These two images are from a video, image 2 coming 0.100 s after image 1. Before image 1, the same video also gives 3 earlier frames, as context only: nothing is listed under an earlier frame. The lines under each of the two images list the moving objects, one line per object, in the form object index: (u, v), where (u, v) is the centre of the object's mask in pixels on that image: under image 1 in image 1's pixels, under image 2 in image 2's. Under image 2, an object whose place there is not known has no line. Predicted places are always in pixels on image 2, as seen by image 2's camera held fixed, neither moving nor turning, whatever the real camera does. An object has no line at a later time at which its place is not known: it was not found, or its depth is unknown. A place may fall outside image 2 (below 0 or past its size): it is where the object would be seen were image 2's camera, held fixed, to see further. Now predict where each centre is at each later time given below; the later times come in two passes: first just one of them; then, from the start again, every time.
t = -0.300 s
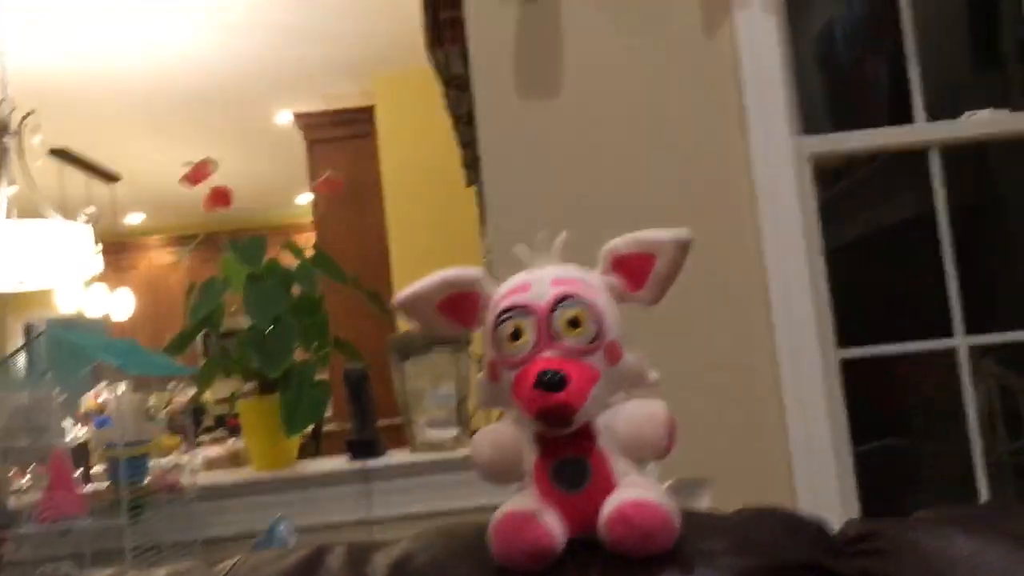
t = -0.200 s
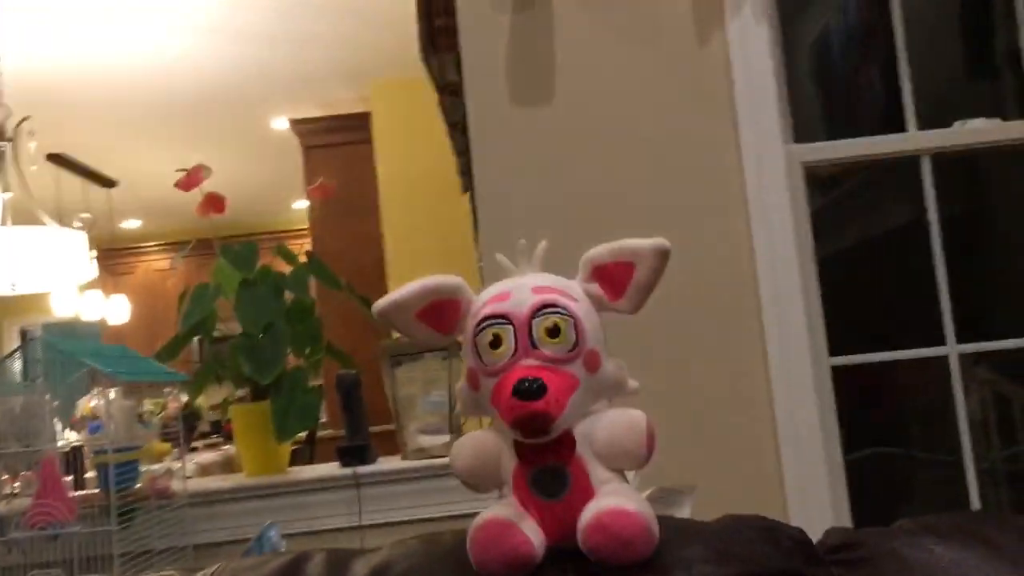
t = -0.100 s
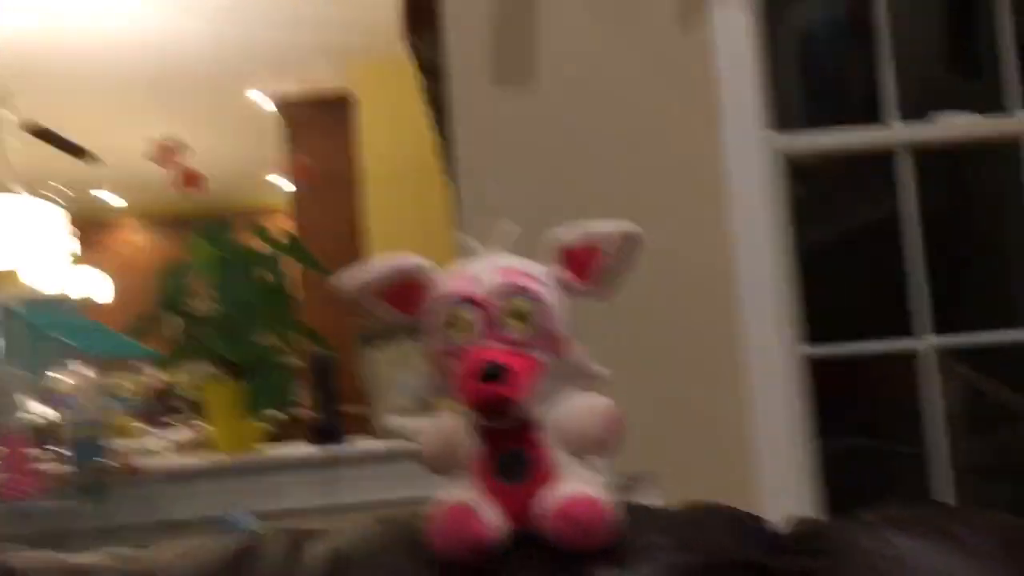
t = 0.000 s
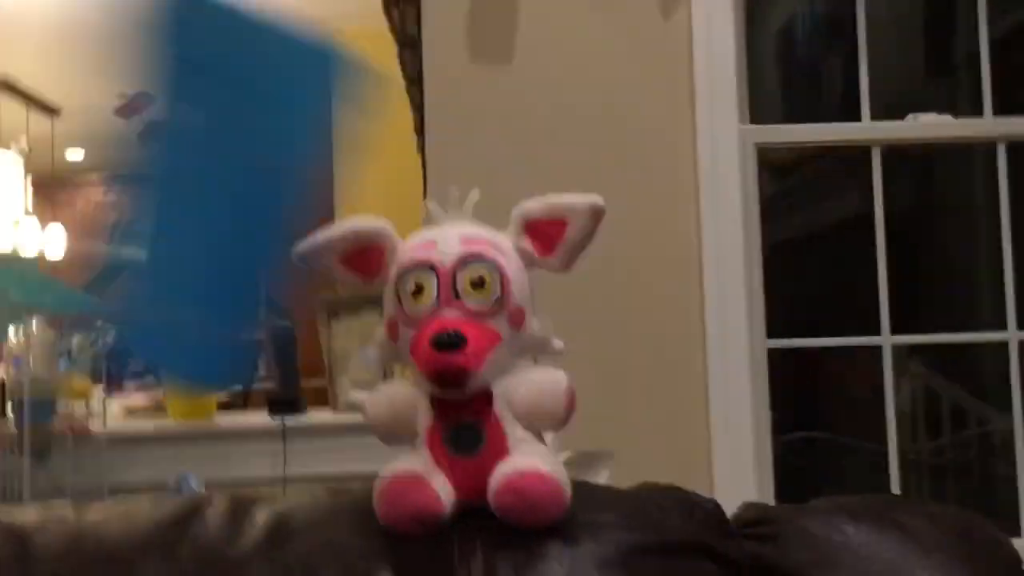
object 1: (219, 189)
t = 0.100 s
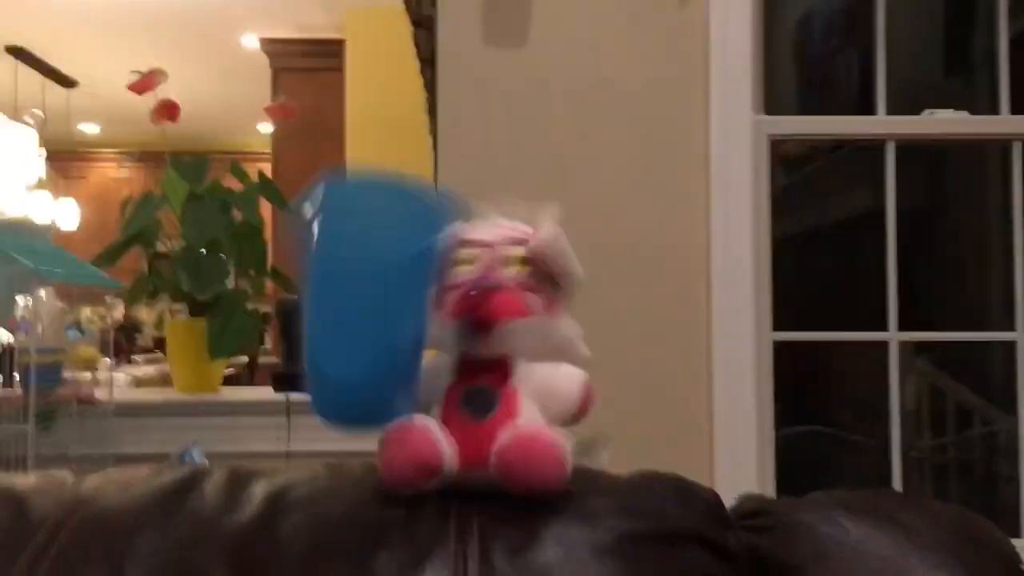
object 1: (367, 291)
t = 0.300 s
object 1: (258, 402)
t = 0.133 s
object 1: (325, 308)
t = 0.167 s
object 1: (286, 346)
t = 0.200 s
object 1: (261, 401)
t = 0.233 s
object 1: (251, 420)
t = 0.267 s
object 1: (254, 403)
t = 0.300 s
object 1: (258, 402)
